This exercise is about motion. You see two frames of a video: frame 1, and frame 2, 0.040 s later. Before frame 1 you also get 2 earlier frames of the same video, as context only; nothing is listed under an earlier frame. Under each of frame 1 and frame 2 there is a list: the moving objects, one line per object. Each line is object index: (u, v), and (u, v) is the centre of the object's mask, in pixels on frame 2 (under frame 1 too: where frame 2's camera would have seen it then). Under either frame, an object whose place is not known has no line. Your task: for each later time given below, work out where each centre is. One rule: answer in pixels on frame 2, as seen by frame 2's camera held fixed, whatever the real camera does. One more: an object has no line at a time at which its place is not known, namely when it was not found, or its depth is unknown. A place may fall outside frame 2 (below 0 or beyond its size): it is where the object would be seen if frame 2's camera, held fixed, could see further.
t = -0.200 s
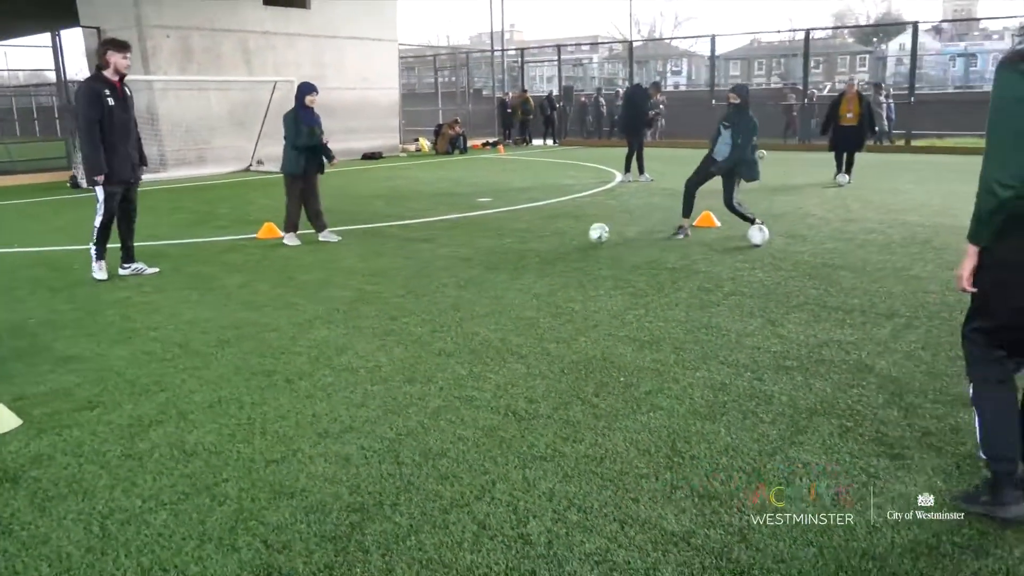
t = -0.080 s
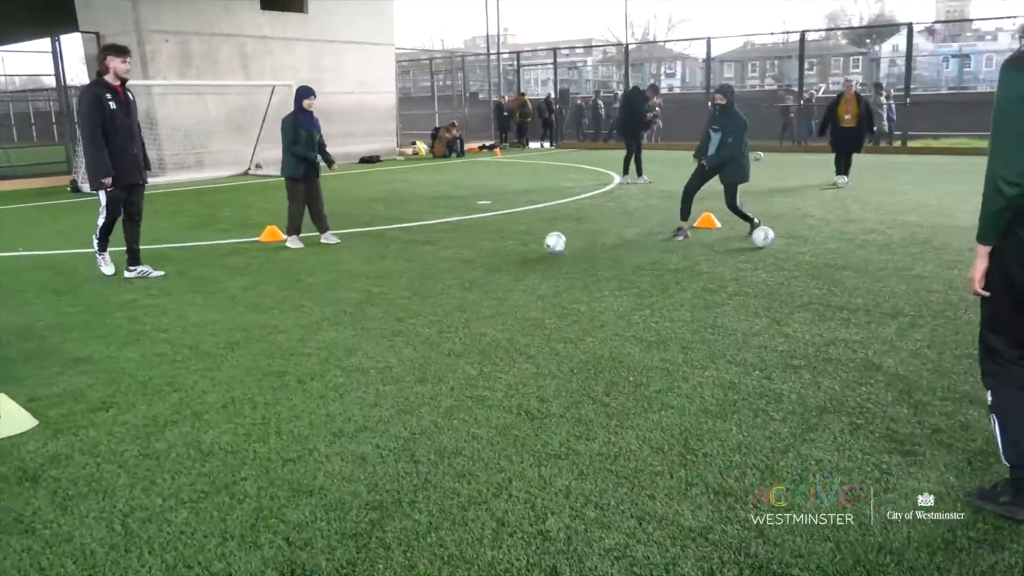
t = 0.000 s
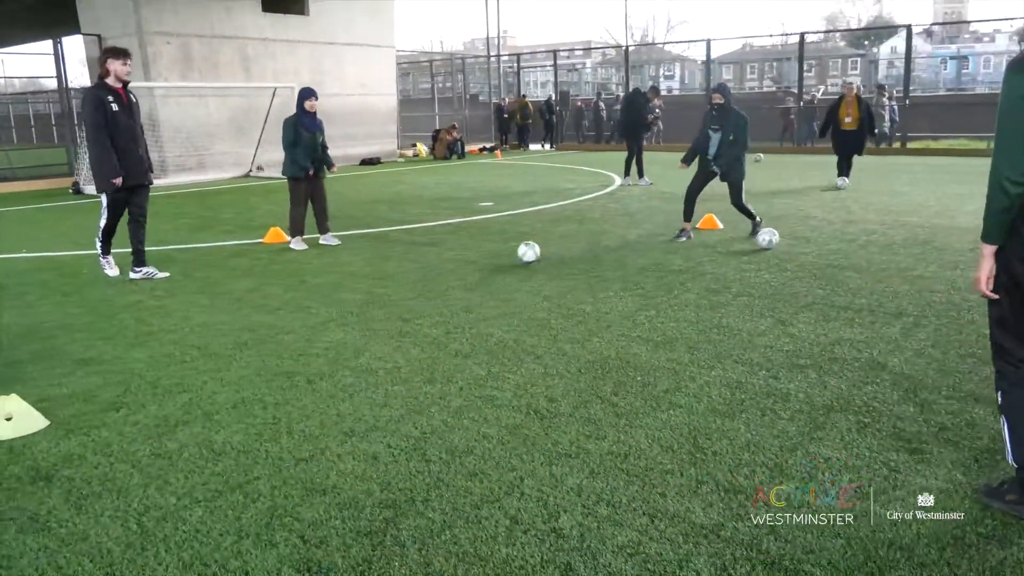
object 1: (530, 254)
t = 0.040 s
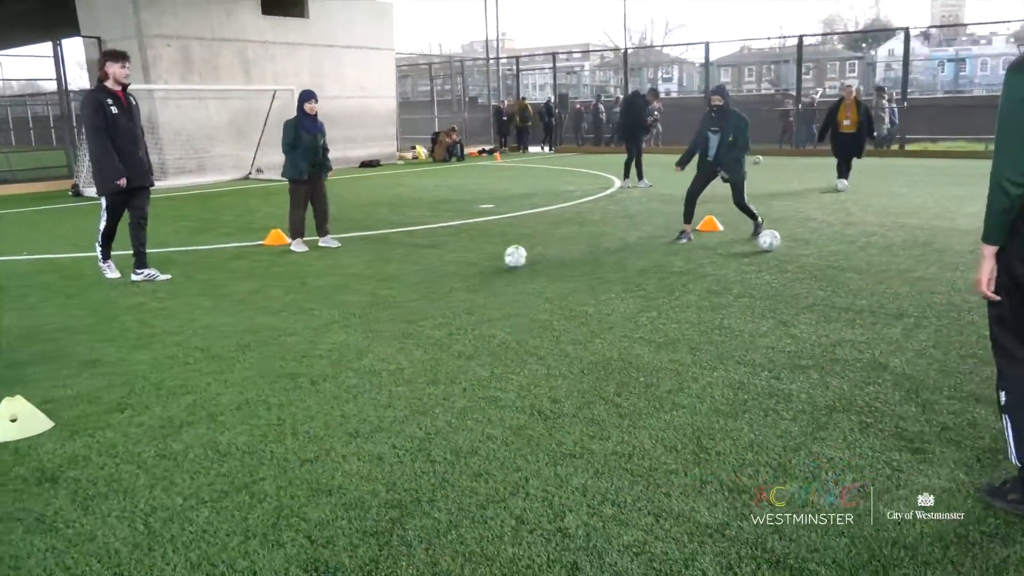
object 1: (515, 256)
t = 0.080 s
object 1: (501, 259)
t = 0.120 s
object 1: (487, 262)
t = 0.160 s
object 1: (472, 265)
